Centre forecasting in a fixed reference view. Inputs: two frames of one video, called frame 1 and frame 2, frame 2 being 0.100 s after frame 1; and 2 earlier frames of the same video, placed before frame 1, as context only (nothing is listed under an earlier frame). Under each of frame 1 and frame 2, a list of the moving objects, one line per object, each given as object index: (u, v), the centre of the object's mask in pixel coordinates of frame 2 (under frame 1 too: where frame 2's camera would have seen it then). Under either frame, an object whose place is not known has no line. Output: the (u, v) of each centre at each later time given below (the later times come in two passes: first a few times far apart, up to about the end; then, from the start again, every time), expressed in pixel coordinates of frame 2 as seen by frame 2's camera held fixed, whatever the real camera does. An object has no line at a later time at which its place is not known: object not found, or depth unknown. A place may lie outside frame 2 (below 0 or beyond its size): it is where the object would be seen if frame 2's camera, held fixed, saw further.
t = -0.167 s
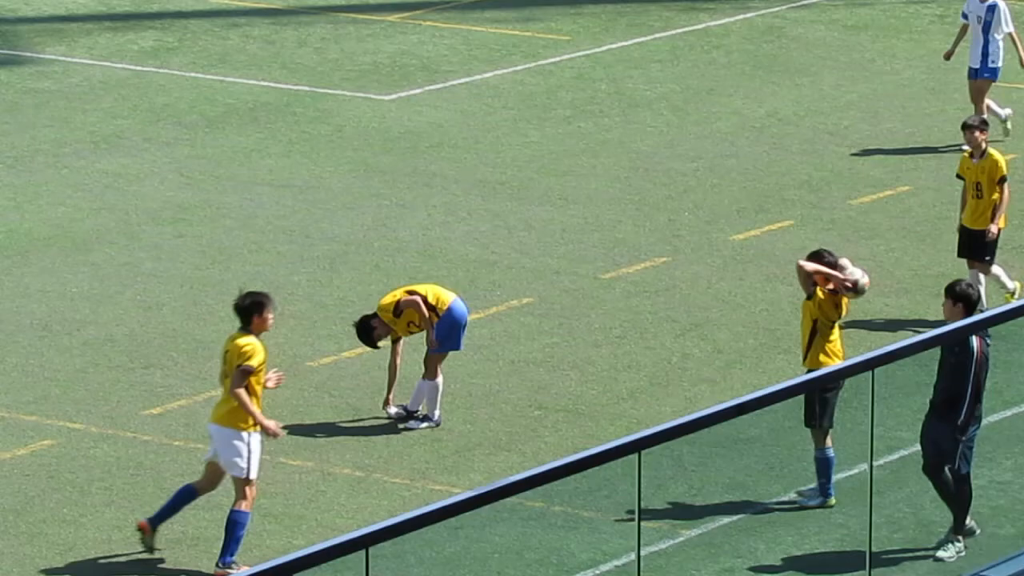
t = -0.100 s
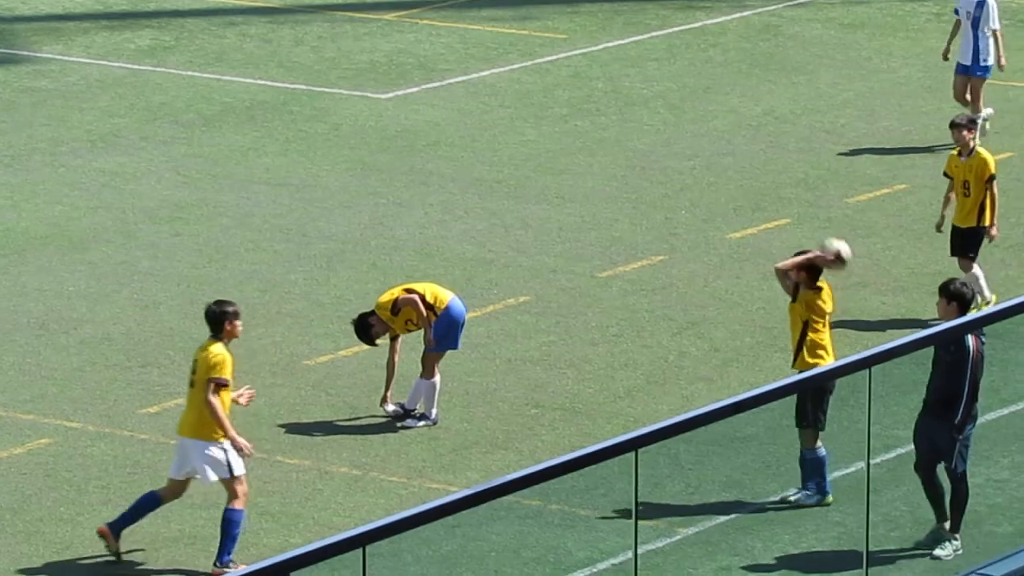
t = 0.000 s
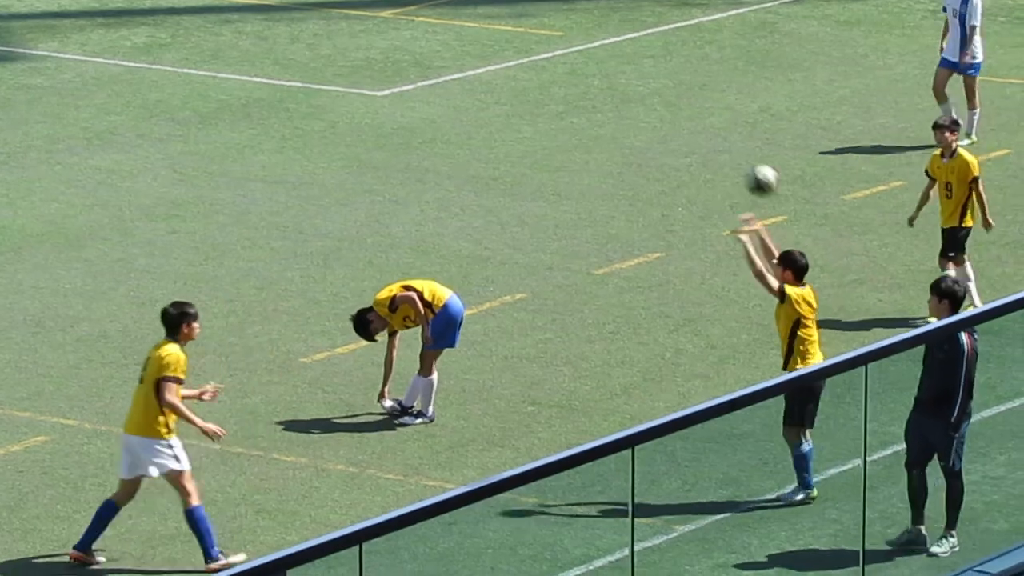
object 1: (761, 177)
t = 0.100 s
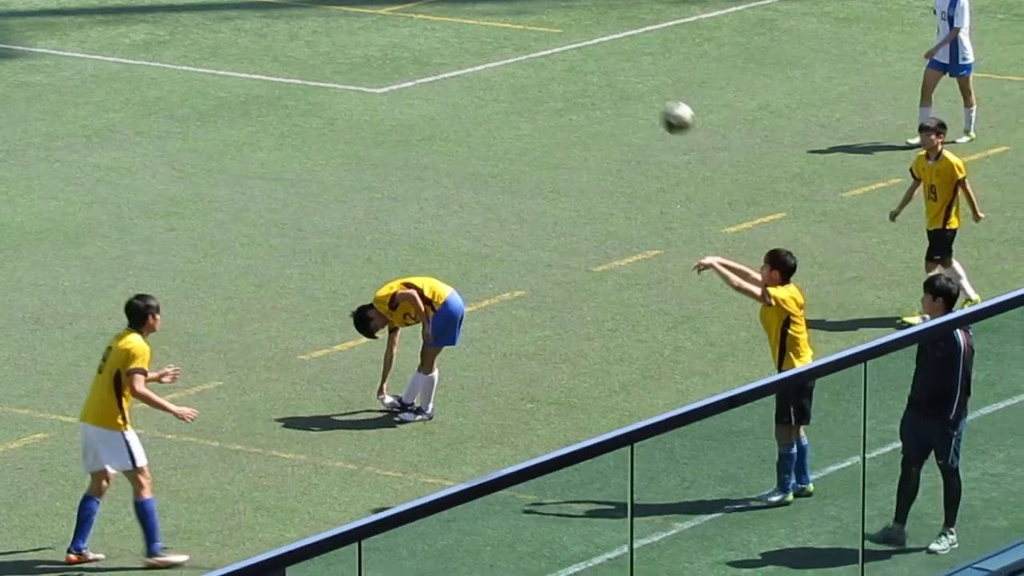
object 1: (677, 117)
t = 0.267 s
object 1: (538, 51)
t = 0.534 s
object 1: (320, 33)
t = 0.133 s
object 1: (650, 101)
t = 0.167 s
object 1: (622, 86)
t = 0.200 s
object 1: (594, 73)
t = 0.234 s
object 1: (566, 62)
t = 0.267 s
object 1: (538, 51)
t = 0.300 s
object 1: (511, 43)
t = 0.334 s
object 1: (483, 36)
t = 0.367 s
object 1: (456, 31)
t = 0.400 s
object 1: (428, 29)
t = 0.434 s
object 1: (400, 28)
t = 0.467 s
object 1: (374, 29)
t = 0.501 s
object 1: (347, 31)
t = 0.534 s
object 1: (320, 33)
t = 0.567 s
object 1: (293, 35)
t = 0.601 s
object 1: (266, 39)
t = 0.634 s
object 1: (240, 45)
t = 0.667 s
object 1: (215, 53)
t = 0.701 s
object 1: (189, 63)
